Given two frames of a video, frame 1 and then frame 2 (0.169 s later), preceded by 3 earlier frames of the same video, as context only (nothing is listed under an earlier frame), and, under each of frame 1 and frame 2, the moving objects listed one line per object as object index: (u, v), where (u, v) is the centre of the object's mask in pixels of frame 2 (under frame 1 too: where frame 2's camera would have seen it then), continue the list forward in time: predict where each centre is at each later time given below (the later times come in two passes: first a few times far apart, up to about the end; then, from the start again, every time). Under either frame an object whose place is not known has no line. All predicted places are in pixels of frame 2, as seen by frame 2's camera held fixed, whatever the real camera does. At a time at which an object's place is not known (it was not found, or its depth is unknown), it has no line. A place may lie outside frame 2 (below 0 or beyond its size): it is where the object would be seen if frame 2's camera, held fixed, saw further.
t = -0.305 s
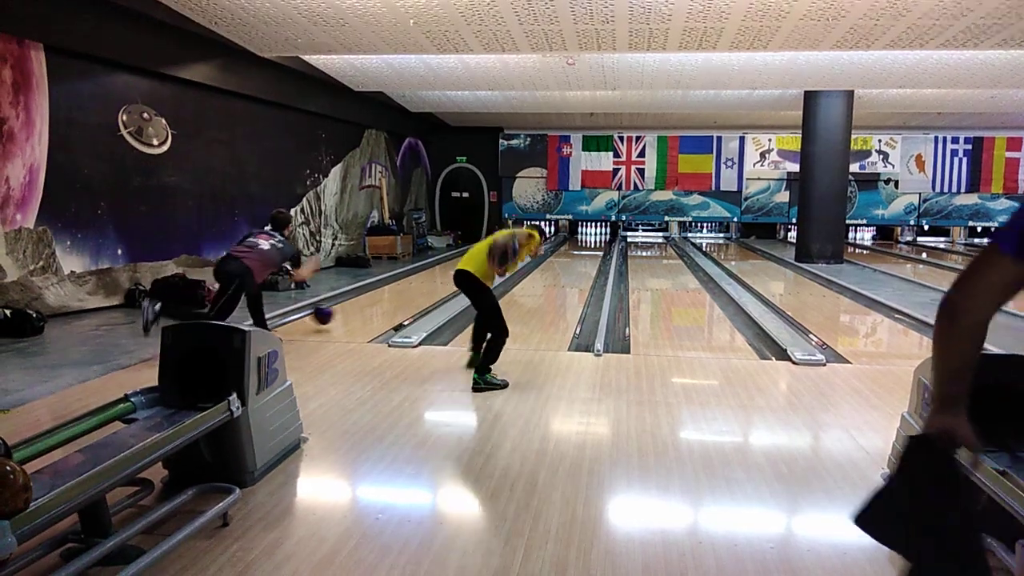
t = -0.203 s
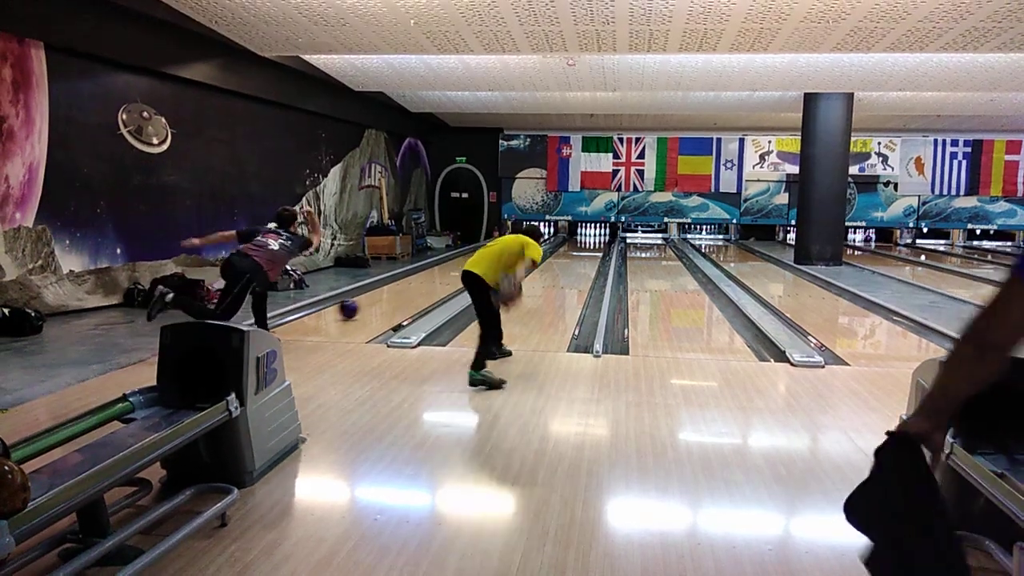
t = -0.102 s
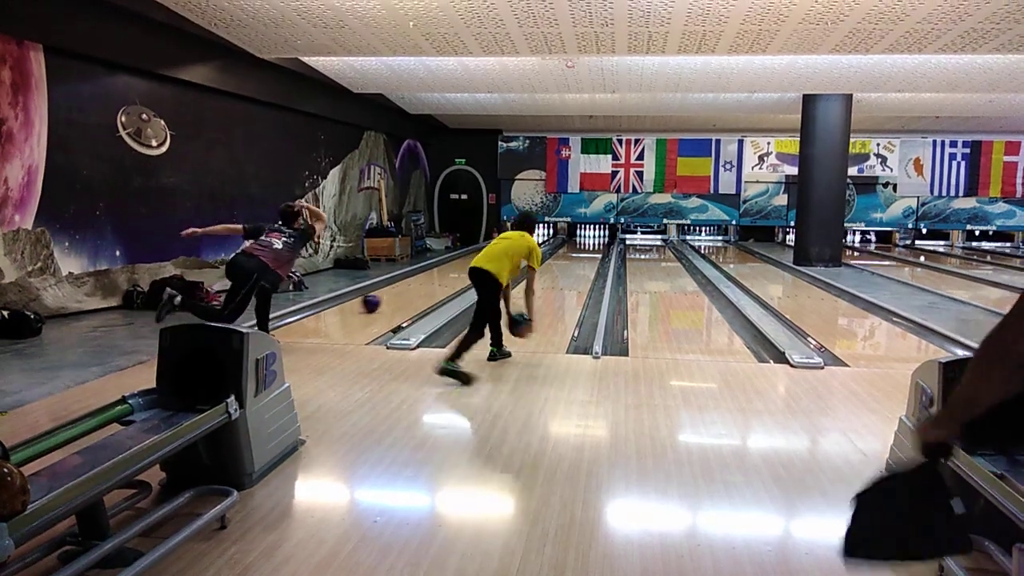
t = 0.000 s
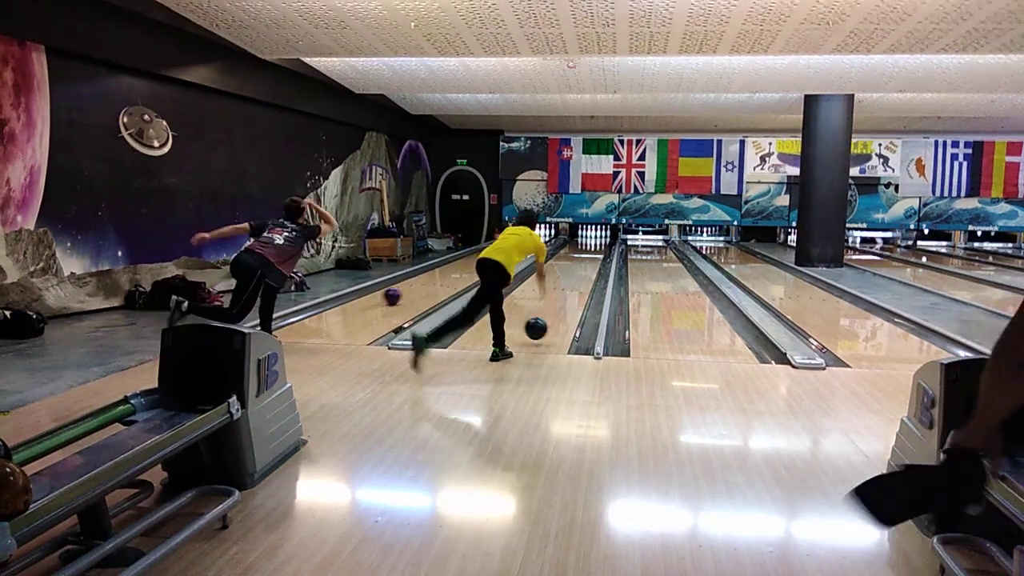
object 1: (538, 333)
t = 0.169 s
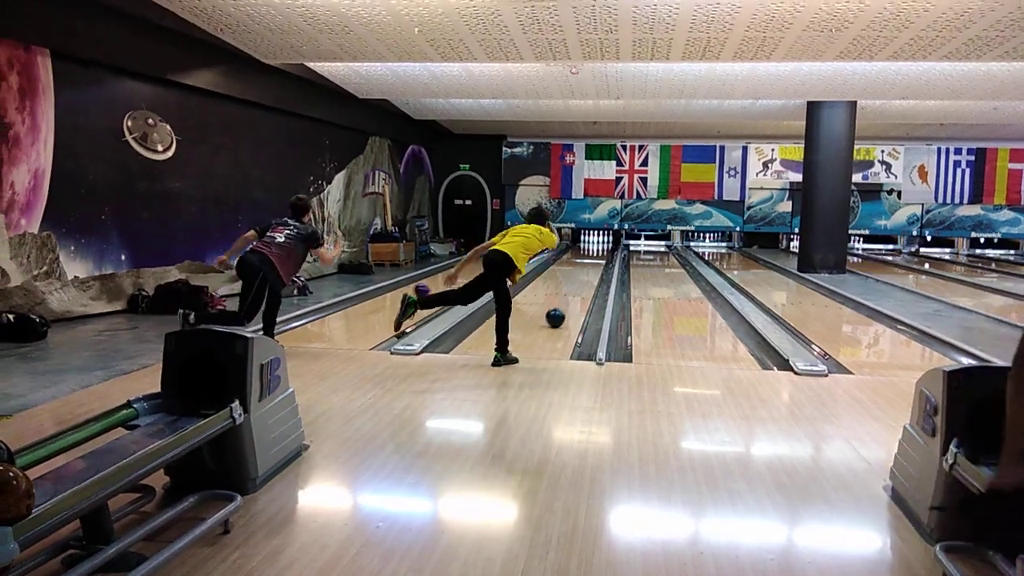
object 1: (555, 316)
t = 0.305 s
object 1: (565, 305)
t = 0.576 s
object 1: (580, 286)
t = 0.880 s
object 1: (589, 272)
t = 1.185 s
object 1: (596, 261)
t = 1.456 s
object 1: (598, 254)
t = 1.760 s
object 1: (599, 248)
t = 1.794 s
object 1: (599, 248)
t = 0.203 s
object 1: (558, 314)
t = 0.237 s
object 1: (560, 311)
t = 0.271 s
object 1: (563, 307)
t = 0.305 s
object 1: (565, 305)
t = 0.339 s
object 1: (567, 302)
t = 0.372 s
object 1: (569, 299)
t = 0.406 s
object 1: (571, 297)
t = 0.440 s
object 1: (573, 294)
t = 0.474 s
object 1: (575, 292)
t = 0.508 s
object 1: (576, 290)
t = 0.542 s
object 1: (578, 288)
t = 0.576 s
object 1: (580, 286)
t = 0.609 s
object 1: (581, 284)
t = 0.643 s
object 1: (582, 282)
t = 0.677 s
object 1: (583, 281)
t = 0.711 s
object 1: (584, 279)
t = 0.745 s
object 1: (586, 277)
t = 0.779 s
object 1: (586, 275)
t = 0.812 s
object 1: (588, 274)
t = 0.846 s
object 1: (588, 273)
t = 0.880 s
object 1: (589, 272)
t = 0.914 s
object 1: (590, 270)
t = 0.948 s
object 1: (591, 269)
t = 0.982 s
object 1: (592, 268)
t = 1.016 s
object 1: (592, 267)
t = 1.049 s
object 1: (593, 266)
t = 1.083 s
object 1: (594, 264)
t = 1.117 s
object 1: (594, 264)
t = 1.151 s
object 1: (595, 262)
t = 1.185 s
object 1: (596, 261)
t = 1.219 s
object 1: (596, 260)
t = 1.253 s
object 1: (596, 259)
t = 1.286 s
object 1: (597, 258)
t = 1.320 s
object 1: (597, 257)
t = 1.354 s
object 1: (597, 256)
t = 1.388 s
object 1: (598, 256)
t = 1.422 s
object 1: (598, 255)
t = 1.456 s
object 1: (598, 254)
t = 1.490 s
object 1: (598, 253)
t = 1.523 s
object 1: (598, 252)
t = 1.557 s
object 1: (599, 252)
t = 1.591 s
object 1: (599, 251)
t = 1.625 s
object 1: (599, 251)
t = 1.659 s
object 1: (599, 250)
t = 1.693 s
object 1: (599, 250)
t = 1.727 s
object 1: (599, 249)
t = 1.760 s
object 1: (599, 248)
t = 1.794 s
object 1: (599, 248)
